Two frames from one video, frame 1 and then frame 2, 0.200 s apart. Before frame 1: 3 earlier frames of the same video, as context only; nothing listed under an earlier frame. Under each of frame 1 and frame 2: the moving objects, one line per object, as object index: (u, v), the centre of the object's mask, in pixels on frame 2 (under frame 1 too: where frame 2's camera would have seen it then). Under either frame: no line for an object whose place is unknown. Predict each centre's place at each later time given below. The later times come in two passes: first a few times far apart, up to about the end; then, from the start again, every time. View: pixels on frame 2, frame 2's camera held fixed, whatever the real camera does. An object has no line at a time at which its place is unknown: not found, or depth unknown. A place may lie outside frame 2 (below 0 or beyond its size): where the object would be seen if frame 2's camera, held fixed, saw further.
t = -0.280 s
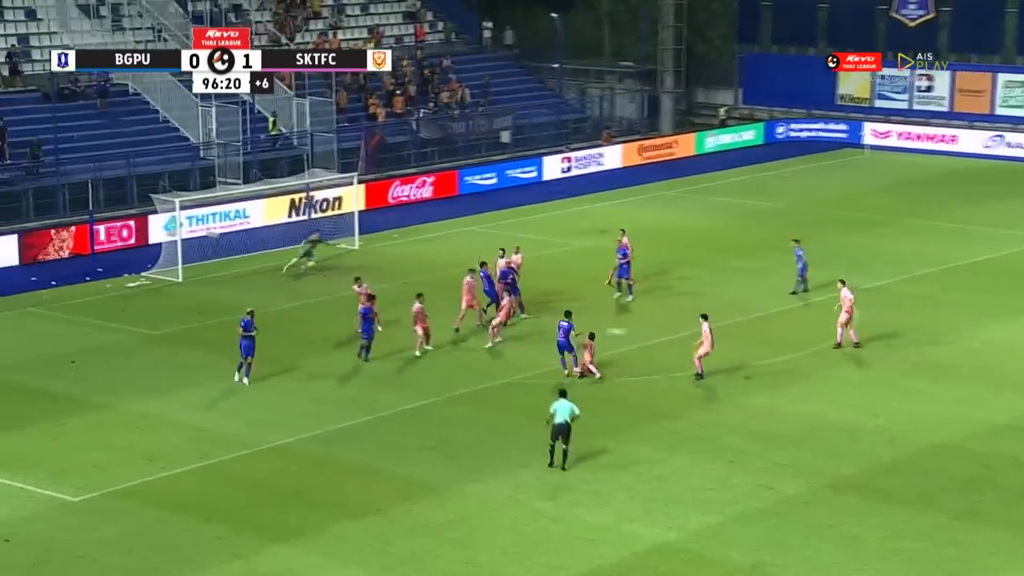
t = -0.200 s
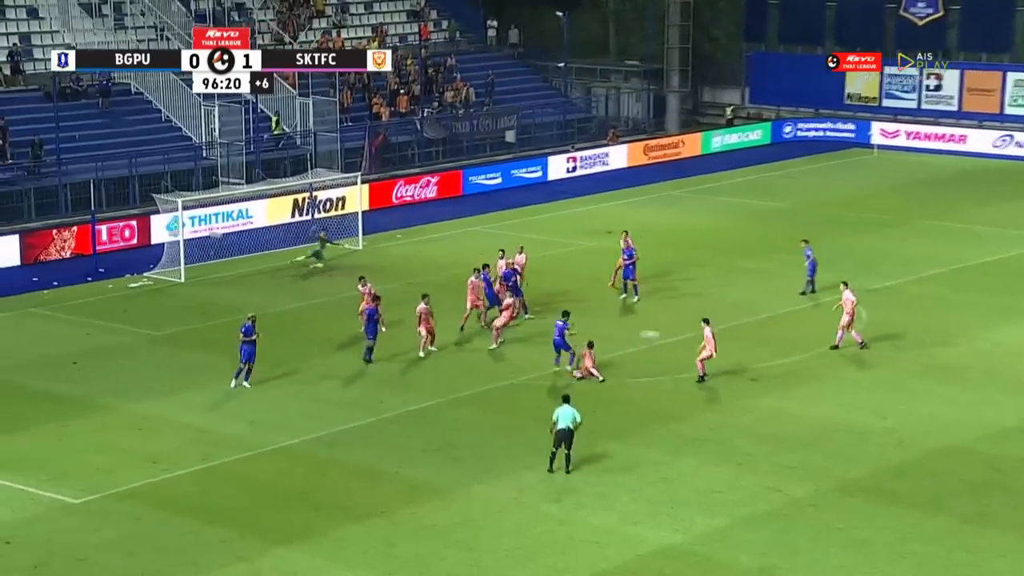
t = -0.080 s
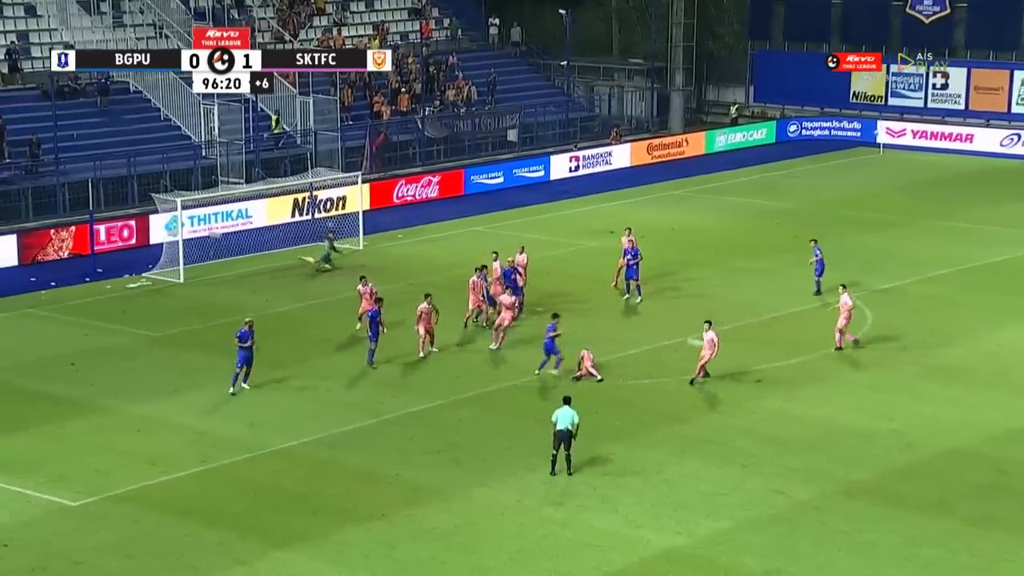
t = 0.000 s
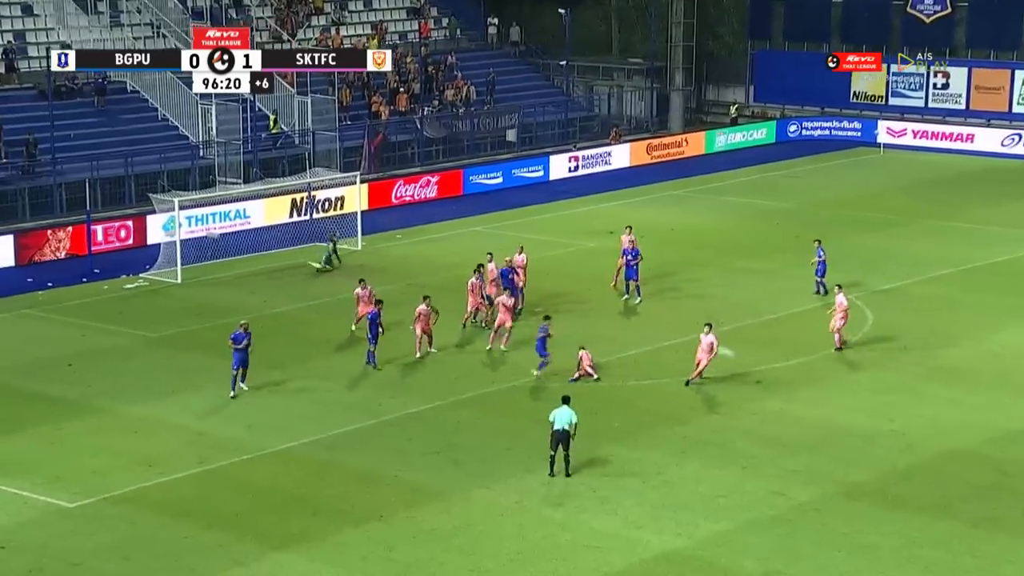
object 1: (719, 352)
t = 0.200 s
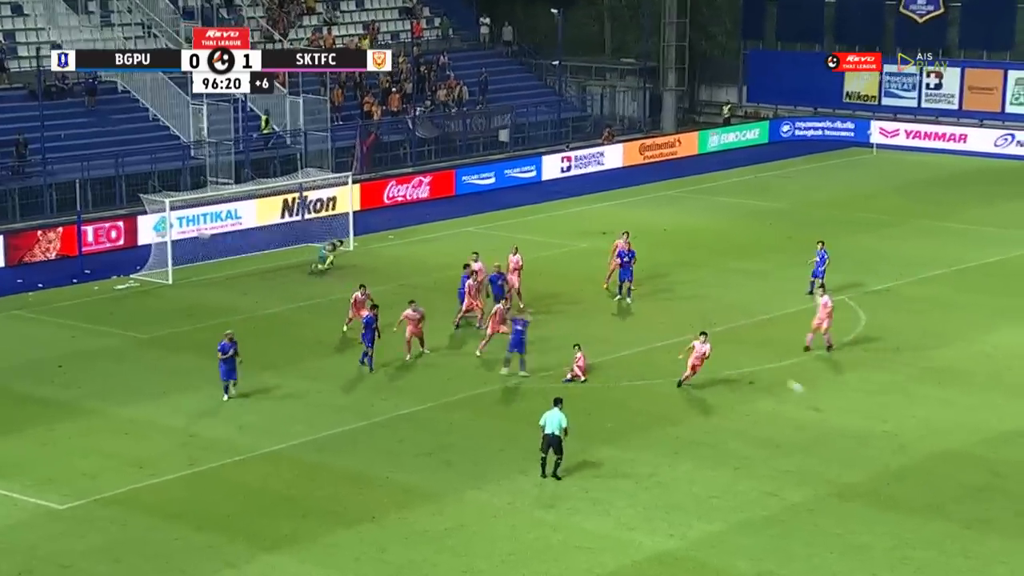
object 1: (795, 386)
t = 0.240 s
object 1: (811, 395)
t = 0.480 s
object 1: (896, 419)
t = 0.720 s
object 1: (970, 424)
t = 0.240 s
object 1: (811, 395)
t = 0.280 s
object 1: (827, 405)
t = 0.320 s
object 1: (844, 416)
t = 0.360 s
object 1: (860, 425)
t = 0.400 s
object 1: (872, 423)
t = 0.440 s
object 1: (884, 420)
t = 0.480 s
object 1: (896, 419)
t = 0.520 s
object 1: (909, 417)
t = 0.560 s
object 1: (921, 417)
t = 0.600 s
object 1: (933, 418)
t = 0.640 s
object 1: (946, 418)
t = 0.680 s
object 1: (957, 421)
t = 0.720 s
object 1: (970, 424)
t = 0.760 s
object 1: (983, 427)
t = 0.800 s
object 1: (995, 432)
